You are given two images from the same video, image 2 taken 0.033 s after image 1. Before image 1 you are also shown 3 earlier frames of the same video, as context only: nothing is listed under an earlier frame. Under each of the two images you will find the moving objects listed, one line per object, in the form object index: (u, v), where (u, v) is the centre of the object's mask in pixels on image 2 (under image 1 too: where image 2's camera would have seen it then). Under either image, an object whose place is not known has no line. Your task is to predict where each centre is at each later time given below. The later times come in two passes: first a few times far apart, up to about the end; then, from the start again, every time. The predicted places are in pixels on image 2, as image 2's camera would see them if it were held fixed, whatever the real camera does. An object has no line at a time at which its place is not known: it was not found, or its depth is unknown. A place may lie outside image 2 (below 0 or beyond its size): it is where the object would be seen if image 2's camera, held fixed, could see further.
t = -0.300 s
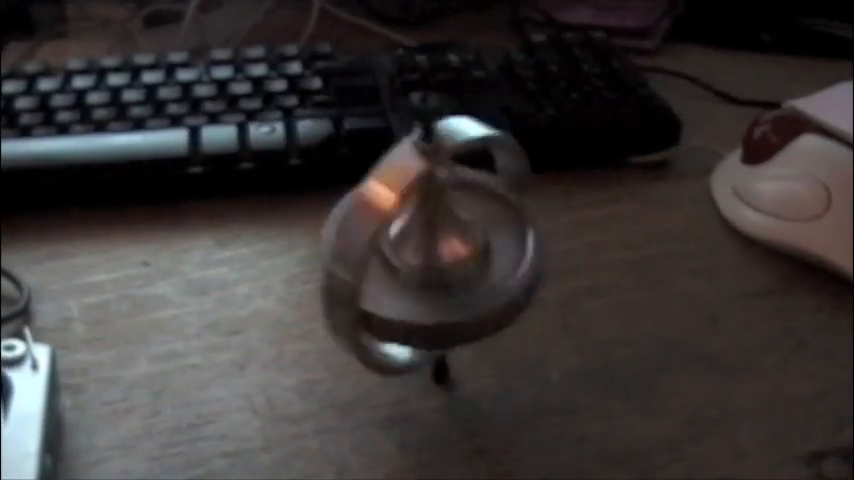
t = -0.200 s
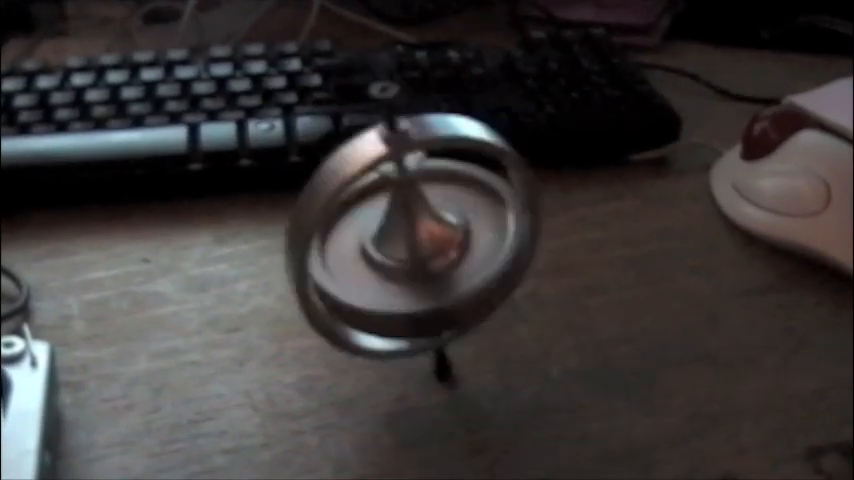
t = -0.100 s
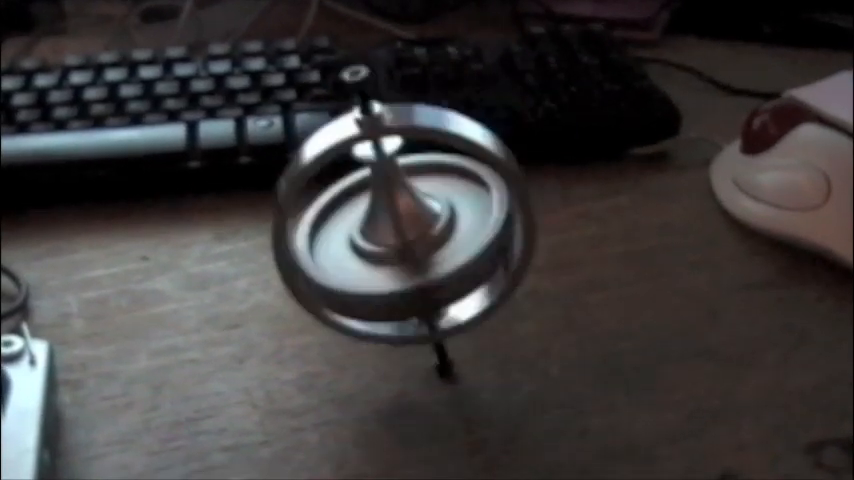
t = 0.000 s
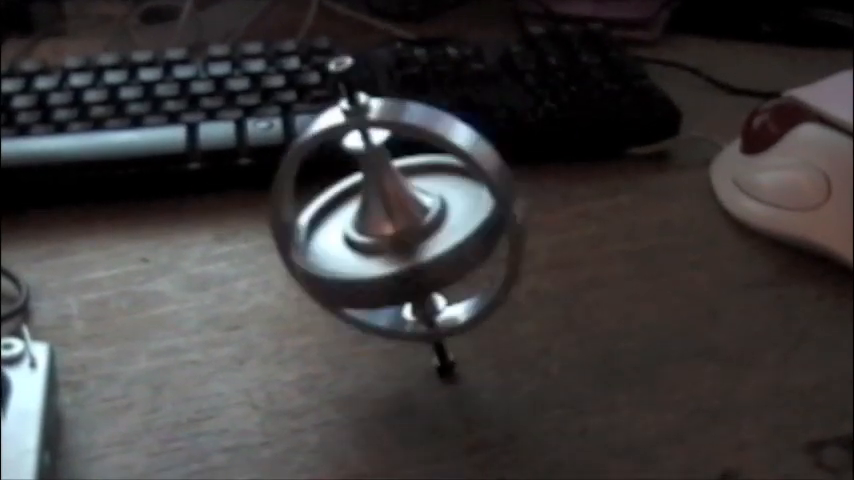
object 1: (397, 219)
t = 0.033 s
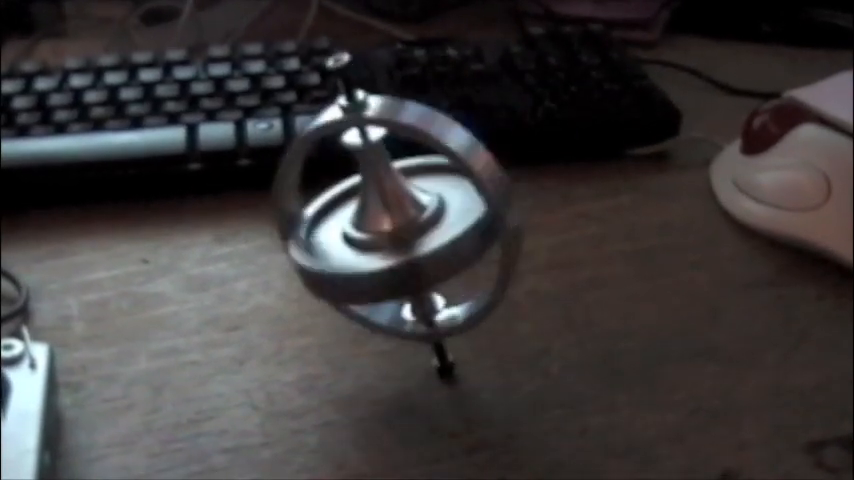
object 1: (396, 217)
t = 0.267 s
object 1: (409, 206)
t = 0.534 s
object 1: (447, 199)
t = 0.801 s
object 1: (481, 212)
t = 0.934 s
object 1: (477, 224)
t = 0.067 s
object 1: (397, 215)
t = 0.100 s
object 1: (397, 213)
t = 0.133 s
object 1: (398, 212)
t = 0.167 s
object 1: (401, 211)
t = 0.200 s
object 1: (404, 209)
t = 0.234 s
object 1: (405, 208)
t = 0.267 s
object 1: (409, 206)
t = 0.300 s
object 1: (413, 205)
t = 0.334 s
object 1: (418, 204)
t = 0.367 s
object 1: (423, 202)
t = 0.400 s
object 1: (428, 201)
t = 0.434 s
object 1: (433, 200)
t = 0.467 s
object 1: (438, 199)
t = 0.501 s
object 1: (443, 199)
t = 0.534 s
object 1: (447, 199)
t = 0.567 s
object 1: (452, 200)
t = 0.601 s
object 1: (458, 201)
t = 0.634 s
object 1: (463, 202)
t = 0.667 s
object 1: (468, 205)
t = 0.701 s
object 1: (472, 207)
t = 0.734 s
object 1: (476, 209)
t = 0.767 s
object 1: (478, 210)
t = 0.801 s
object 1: (481, 212)
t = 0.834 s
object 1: (482, 215)
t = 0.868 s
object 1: (482, 218)
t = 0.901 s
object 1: (481, 221)
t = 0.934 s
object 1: (477, 224)
